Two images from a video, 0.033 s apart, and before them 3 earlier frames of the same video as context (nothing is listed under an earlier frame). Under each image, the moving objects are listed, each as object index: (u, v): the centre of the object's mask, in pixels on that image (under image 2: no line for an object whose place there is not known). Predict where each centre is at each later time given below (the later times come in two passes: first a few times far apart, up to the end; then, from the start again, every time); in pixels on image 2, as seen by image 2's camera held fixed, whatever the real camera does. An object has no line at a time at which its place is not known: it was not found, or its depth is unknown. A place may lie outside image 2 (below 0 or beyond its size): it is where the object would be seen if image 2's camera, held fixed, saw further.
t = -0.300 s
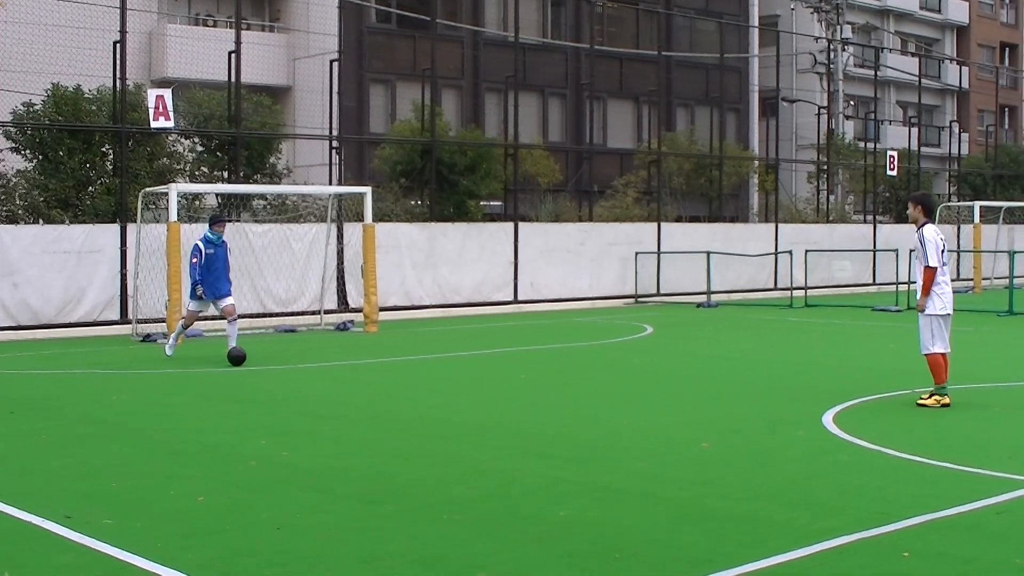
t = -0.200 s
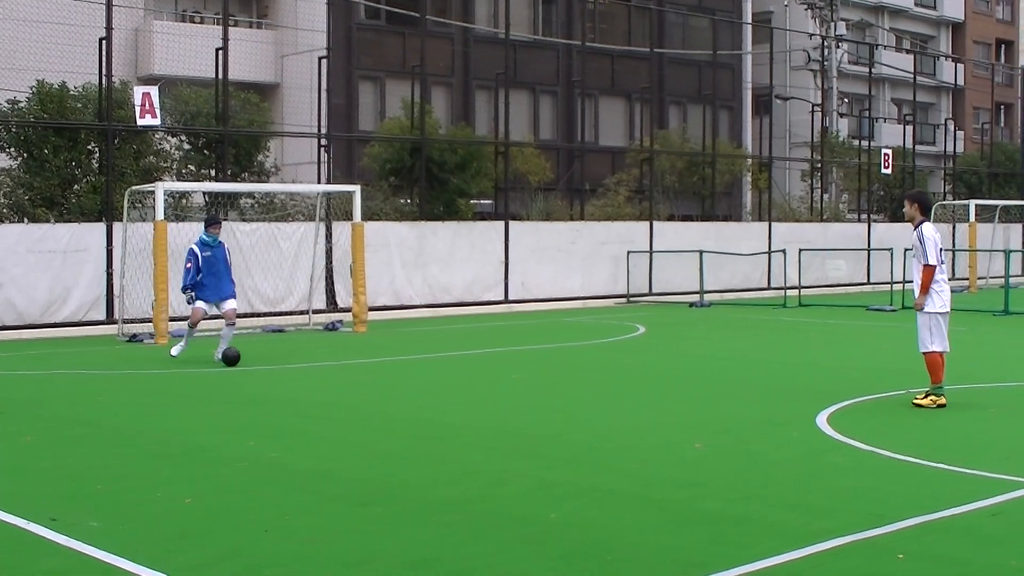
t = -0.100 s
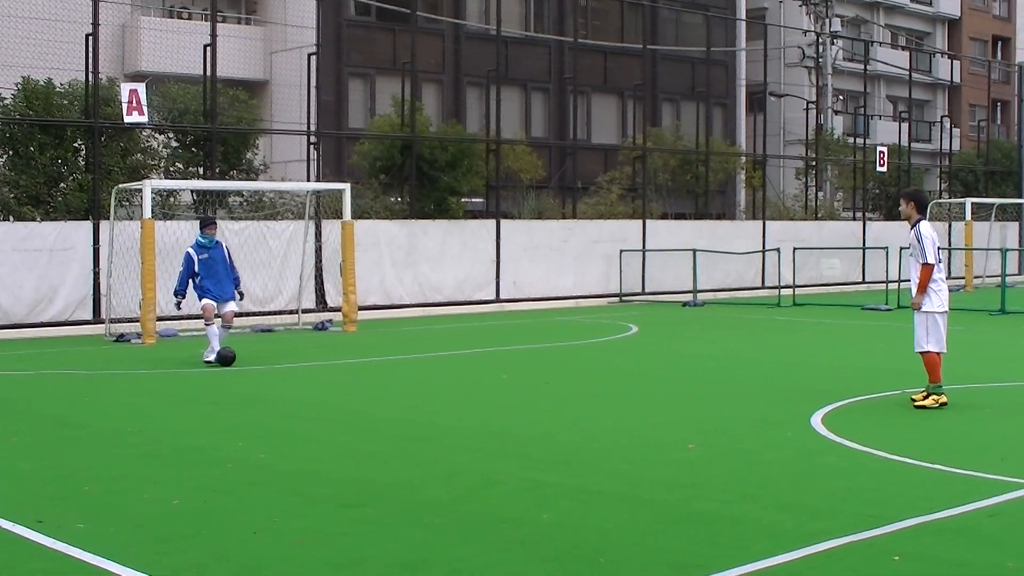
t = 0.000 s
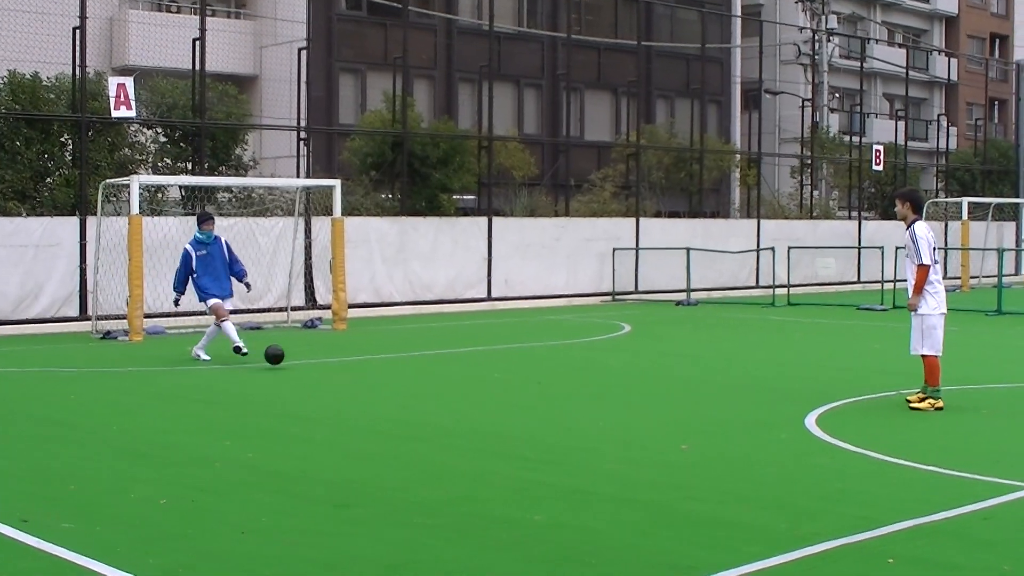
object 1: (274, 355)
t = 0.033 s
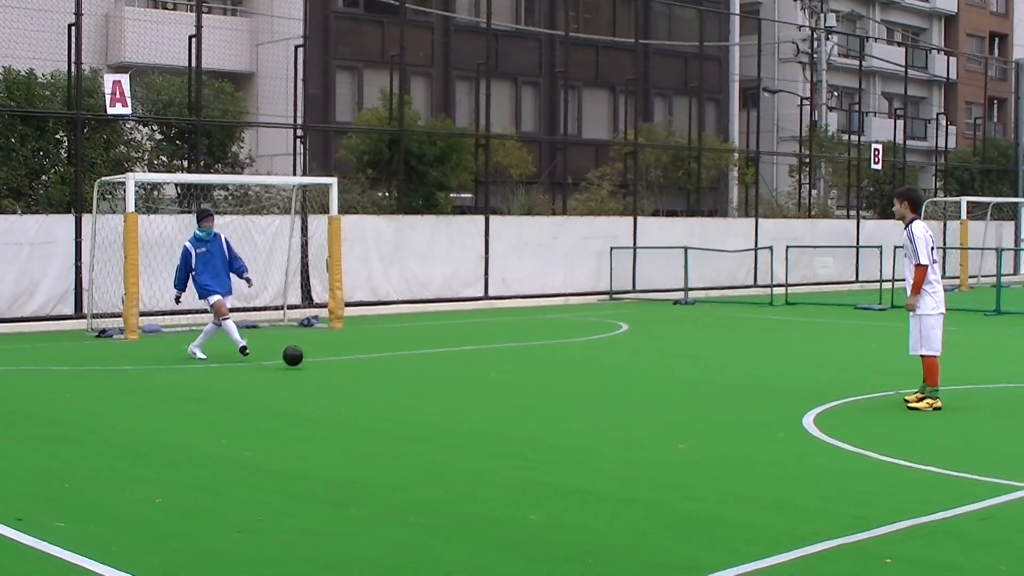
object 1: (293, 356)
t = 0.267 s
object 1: (449, 367)
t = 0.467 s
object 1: (581, 376)
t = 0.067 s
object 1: (315, 359)
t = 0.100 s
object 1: (338, 361)
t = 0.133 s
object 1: (359, 361)
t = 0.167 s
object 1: (381, 362)
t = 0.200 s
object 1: (404, 364)
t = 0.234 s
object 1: (426, 367)
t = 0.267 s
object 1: (449, 367)
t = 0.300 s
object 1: (471, 369)
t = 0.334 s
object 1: (494, 371)
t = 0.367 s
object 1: (515, 371)
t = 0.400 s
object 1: (537, 372)
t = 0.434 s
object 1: (559, 375)
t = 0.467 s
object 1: (581, 376)
